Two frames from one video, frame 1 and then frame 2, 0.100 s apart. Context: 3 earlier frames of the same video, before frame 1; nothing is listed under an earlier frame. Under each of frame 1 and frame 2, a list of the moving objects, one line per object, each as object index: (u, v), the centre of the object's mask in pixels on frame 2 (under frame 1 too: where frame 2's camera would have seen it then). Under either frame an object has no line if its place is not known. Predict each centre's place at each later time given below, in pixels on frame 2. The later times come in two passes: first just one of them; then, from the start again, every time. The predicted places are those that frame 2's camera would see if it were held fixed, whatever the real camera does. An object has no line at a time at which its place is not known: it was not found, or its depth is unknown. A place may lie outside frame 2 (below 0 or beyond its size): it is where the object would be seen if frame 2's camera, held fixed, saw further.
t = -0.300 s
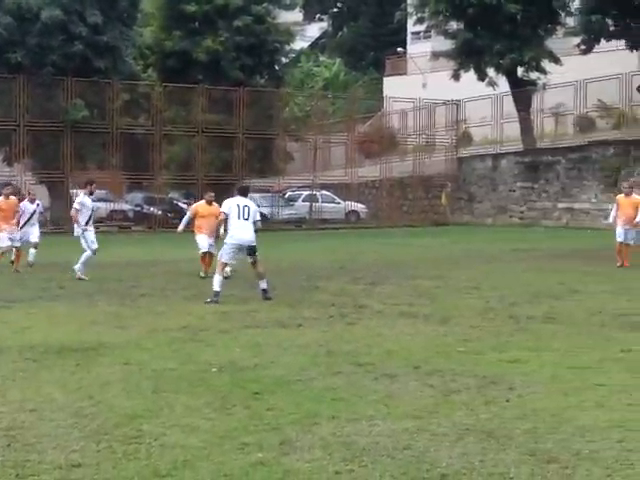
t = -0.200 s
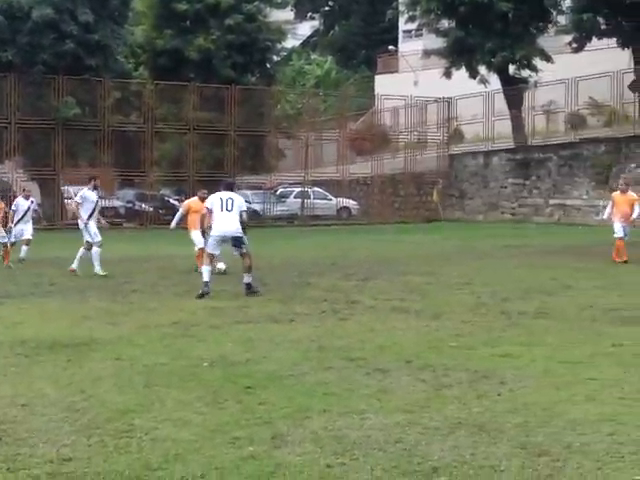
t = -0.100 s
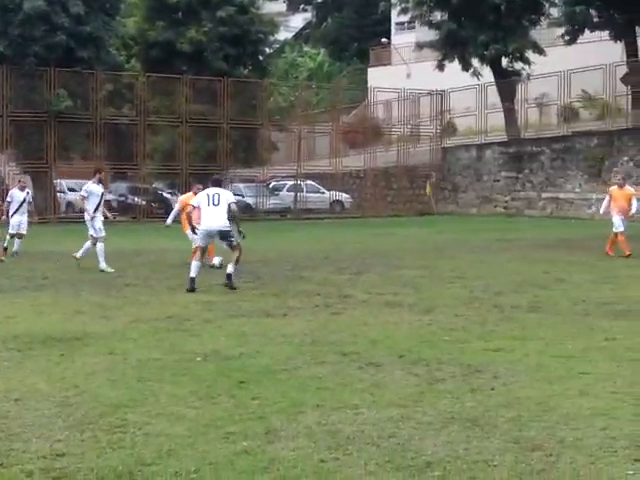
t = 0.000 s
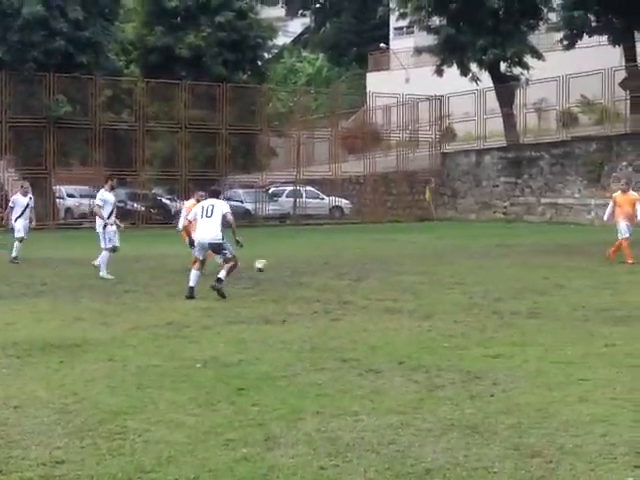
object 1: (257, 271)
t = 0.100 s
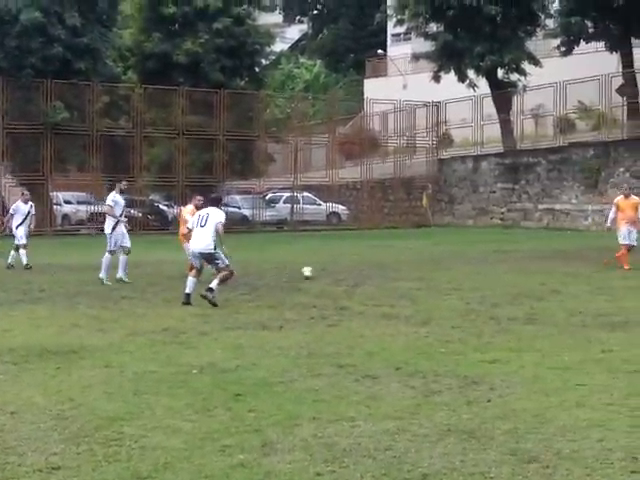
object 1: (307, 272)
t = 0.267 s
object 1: (400, 290)
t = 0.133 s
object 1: (326, 274)
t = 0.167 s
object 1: (343, 277)
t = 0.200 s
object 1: (362, 280)
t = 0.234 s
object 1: (380, 284)
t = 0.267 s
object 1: (400, 290)
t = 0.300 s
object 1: (418, 293)
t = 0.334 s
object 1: (437, 294)
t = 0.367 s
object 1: (457, 296)
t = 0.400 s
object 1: (477, 298)
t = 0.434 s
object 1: (498, 301)
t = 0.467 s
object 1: (520, 306)
